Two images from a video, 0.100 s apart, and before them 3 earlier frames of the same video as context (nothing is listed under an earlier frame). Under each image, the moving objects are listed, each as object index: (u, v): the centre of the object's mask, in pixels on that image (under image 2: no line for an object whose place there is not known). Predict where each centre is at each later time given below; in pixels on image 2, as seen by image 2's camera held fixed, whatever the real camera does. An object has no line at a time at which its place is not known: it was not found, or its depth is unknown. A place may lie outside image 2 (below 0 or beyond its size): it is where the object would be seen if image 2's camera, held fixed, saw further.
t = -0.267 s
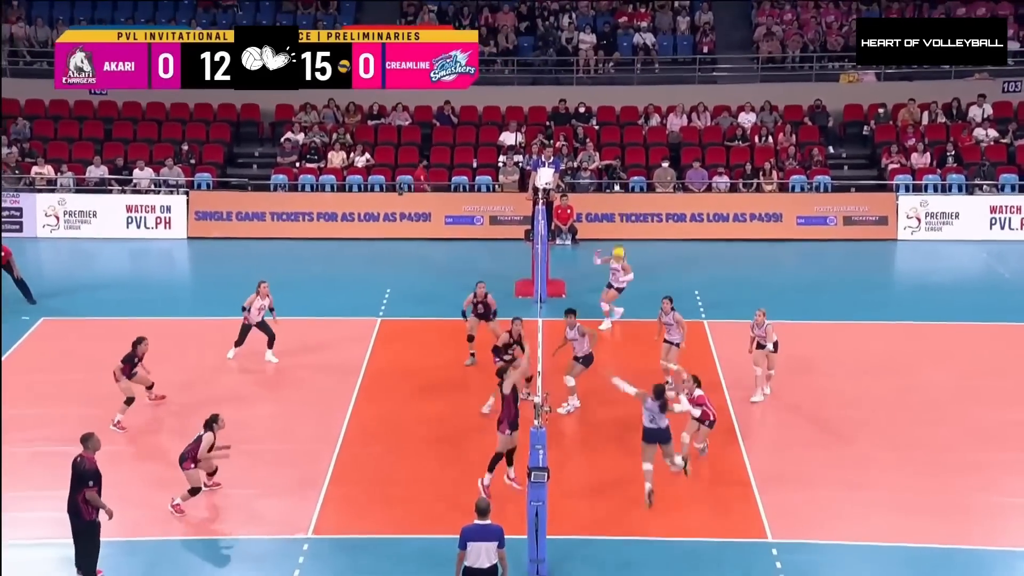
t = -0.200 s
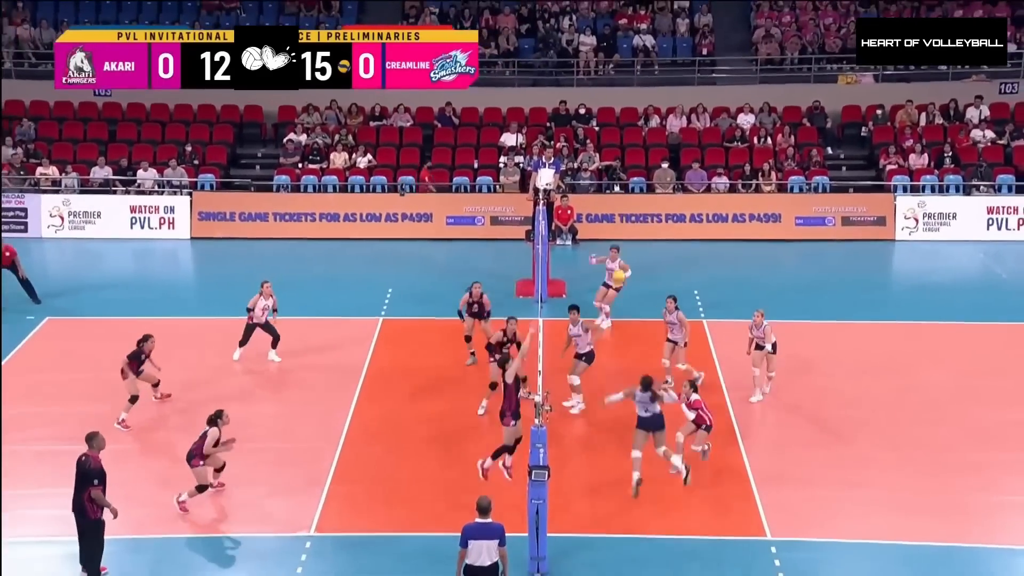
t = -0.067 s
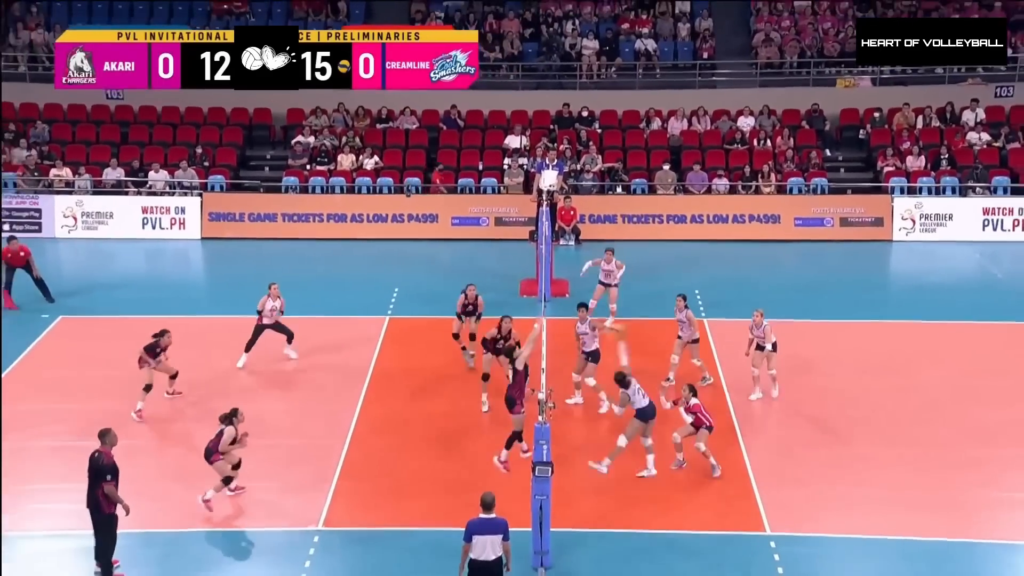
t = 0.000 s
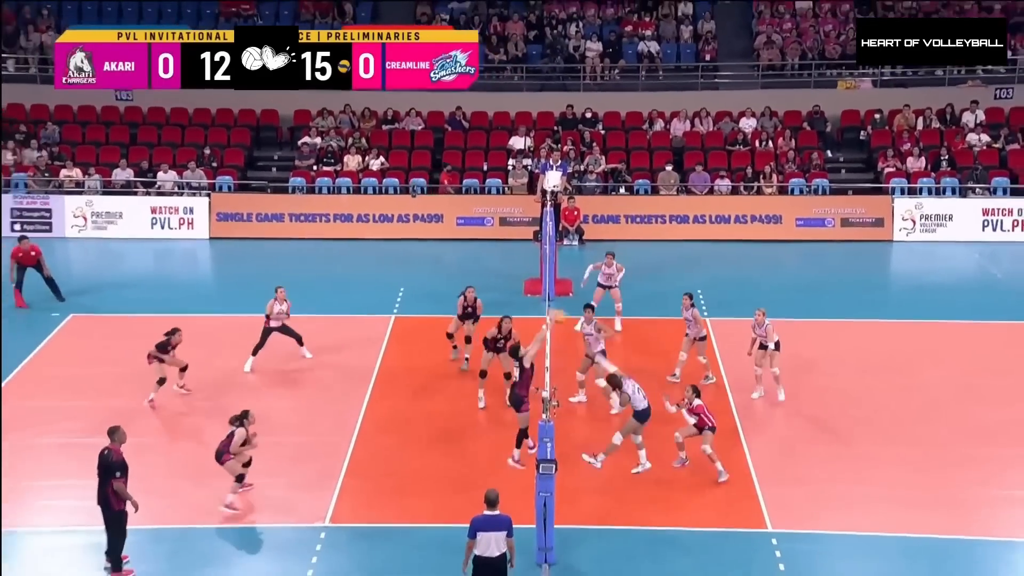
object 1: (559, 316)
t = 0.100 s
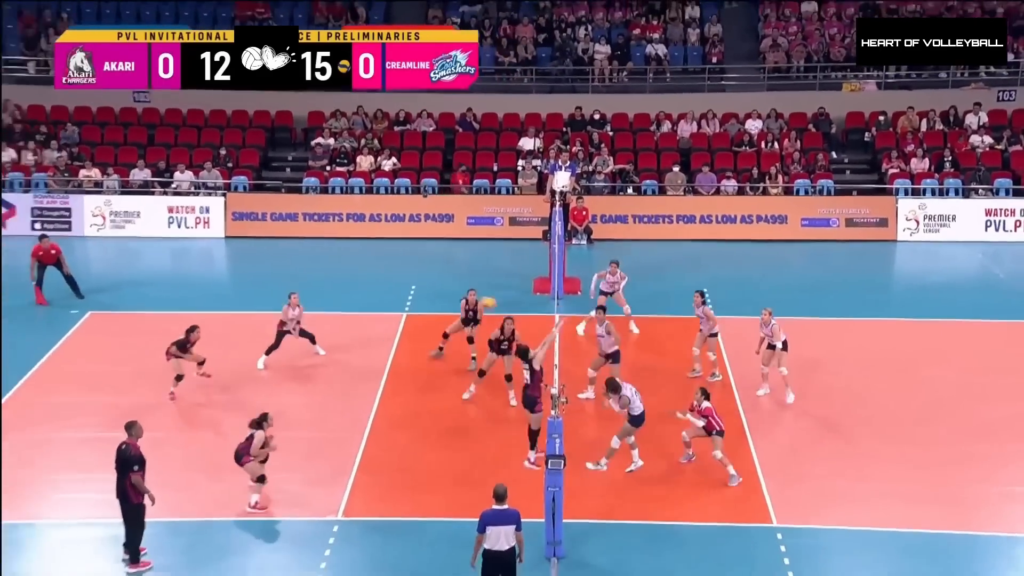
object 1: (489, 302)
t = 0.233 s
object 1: (405, 306)
